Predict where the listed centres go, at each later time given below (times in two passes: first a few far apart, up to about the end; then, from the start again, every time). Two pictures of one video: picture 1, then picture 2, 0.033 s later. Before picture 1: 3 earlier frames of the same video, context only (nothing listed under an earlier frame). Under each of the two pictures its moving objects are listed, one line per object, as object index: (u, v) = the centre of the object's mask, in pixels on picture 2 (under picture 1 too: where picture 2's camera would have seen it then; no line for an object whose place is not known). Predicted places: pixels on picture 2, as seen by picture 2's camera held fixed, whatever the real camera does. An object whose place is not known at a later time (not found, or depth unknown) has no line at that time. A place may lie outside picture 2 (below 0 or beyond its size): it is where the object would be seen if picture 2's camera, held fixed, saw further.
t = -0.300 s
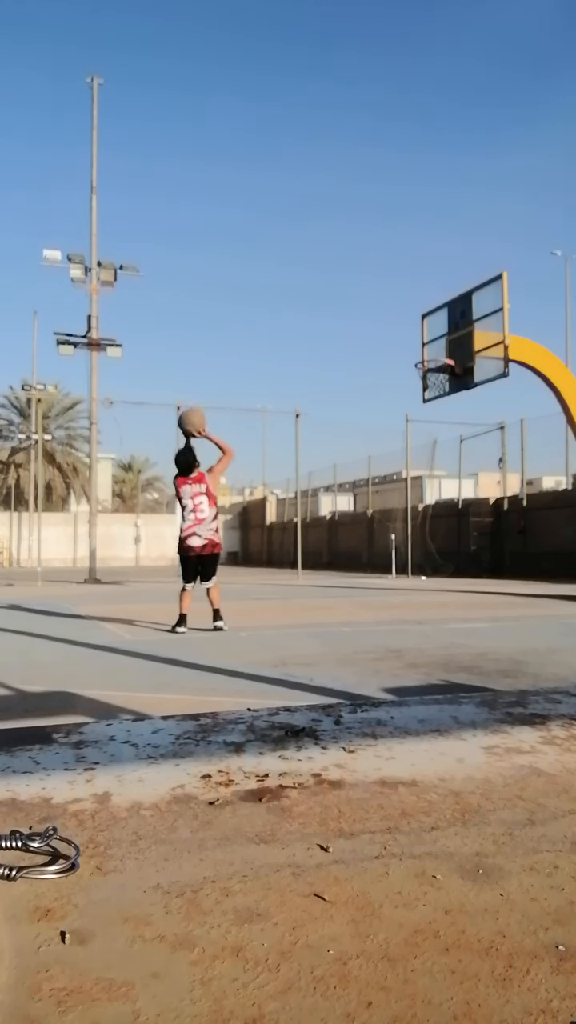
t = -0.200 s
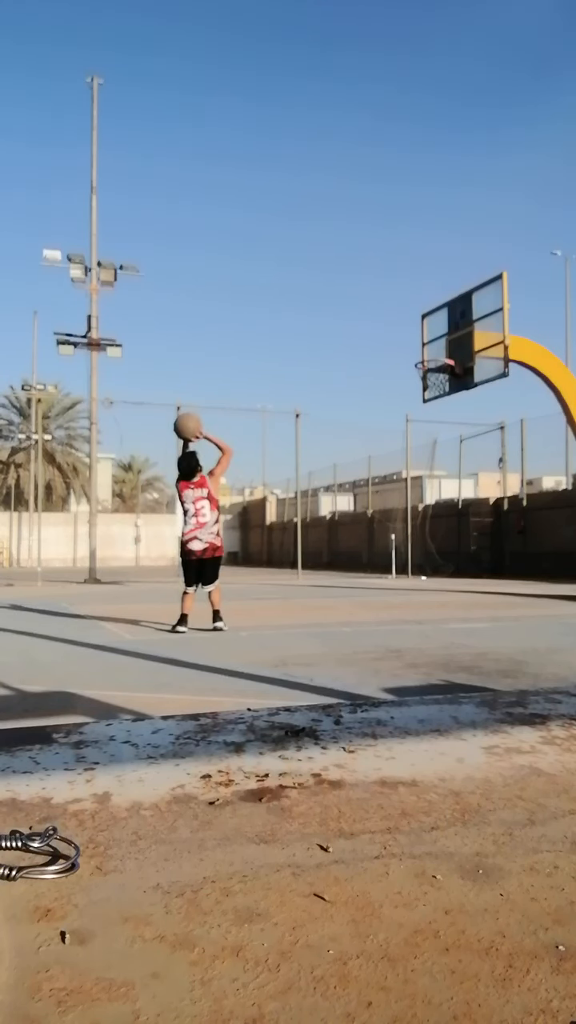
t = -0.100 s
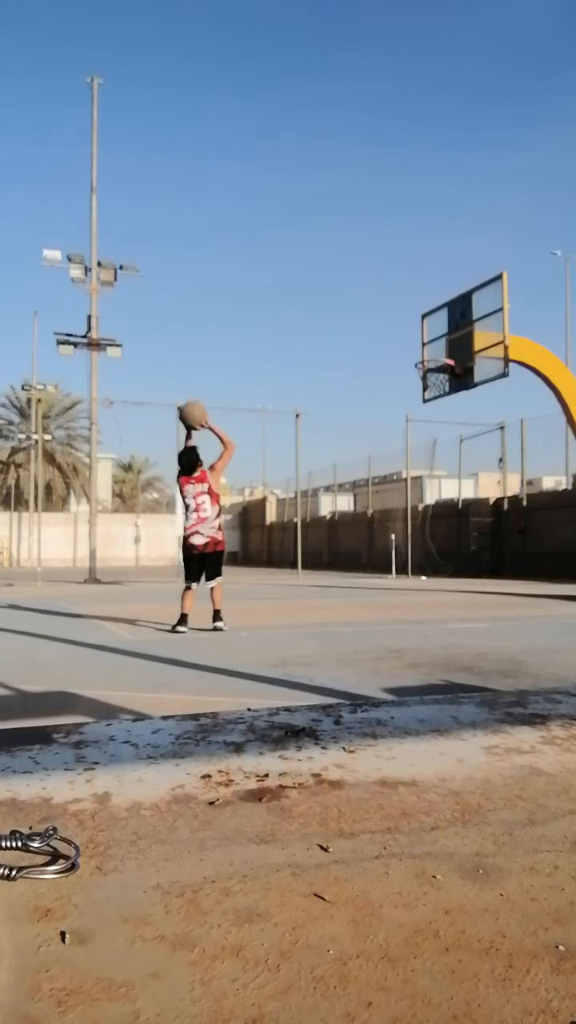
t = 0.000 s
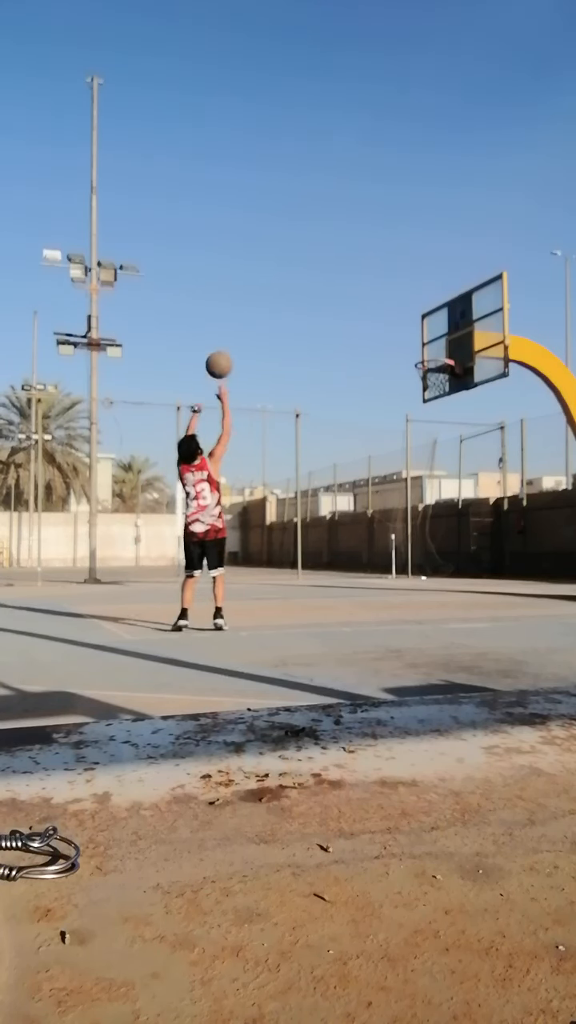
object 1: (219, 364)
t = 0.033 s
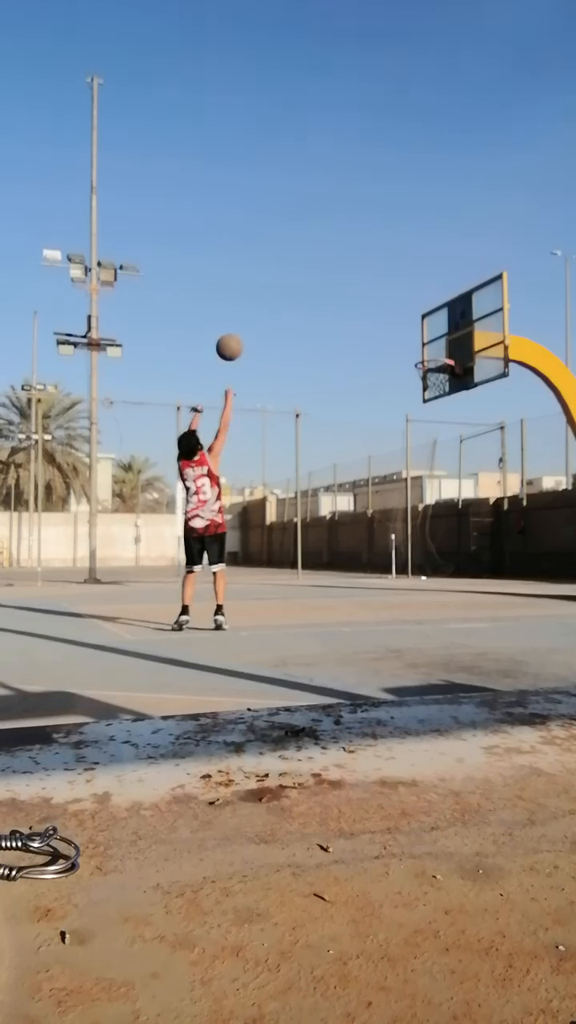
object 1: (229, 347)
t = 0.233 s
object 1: (284, 277)
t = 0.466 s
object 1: (337, 255)
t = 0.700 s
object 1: (380, 281)
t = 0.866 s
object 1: (406, 325)
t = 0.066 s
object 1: (239, 331)
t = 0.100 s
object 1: (249, 317)
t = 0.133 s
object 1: (258, 305)
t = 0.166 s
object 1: (267, 294)
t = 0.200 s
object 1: (276, 284)
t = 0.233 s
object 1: (284, 277)
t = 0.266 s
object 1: (292, 270)
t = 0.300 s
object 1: (300, 265)
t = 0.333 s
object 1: (308, 260)
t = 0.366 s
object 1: (316, 257)
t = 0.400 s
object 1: (323, 256)
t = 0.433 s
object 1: (330, 255)
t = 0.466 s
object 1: (337, 255)
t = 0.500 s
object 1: (344, 256)
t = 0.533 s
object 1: (349, 258)
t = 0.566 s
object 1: (356, 261)
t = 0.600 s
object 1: (362, 265)
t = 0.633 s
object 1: (368, 270)
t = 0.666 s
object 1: (374, 275)
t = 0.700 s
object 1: (380, 281)
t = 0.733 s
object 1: (386, 289)
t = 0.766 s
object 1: (391, 297)
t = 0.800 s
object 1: (397, 305)
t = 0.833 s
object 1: (402, 314)
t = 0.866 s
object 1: (406, 325)
